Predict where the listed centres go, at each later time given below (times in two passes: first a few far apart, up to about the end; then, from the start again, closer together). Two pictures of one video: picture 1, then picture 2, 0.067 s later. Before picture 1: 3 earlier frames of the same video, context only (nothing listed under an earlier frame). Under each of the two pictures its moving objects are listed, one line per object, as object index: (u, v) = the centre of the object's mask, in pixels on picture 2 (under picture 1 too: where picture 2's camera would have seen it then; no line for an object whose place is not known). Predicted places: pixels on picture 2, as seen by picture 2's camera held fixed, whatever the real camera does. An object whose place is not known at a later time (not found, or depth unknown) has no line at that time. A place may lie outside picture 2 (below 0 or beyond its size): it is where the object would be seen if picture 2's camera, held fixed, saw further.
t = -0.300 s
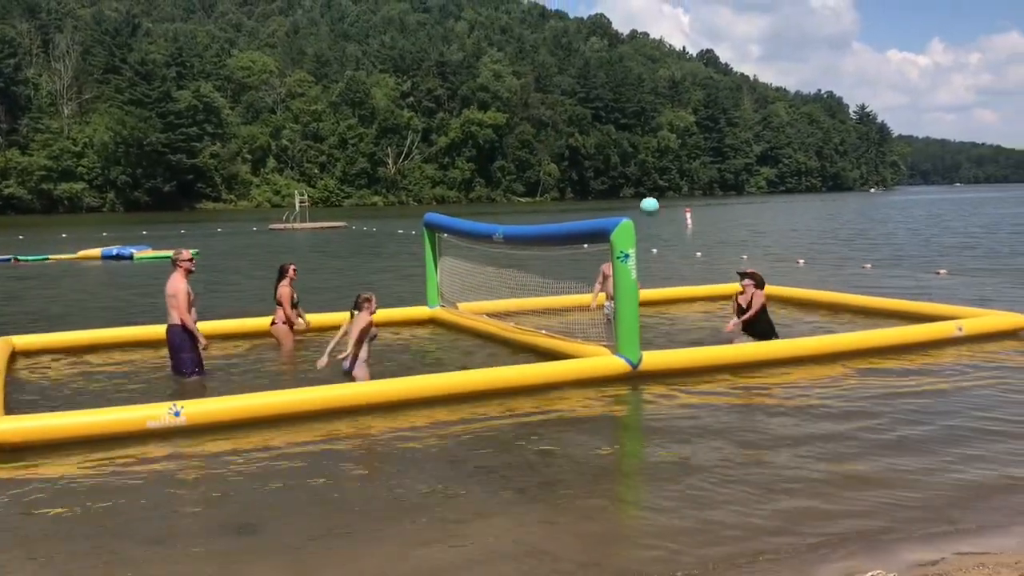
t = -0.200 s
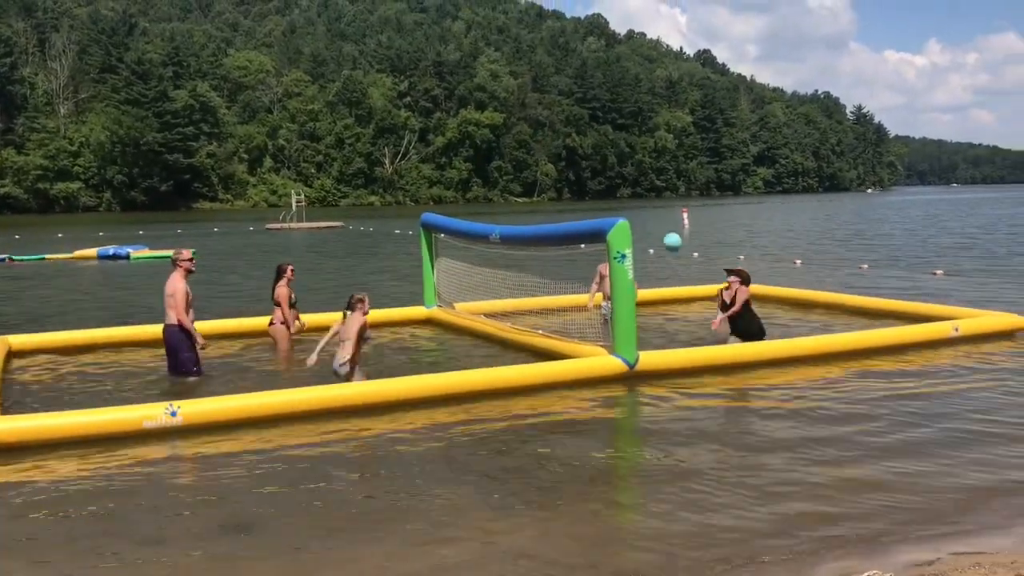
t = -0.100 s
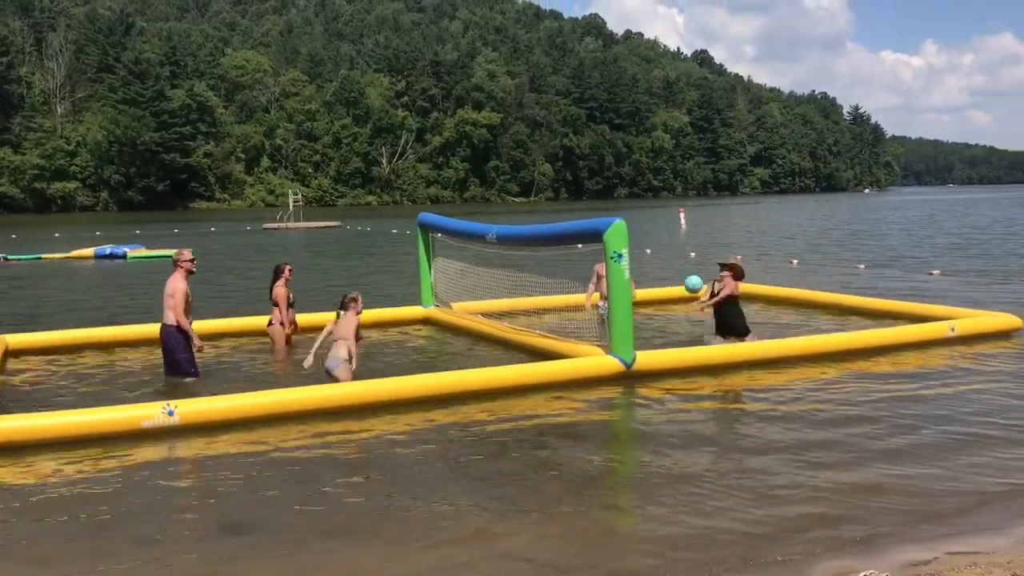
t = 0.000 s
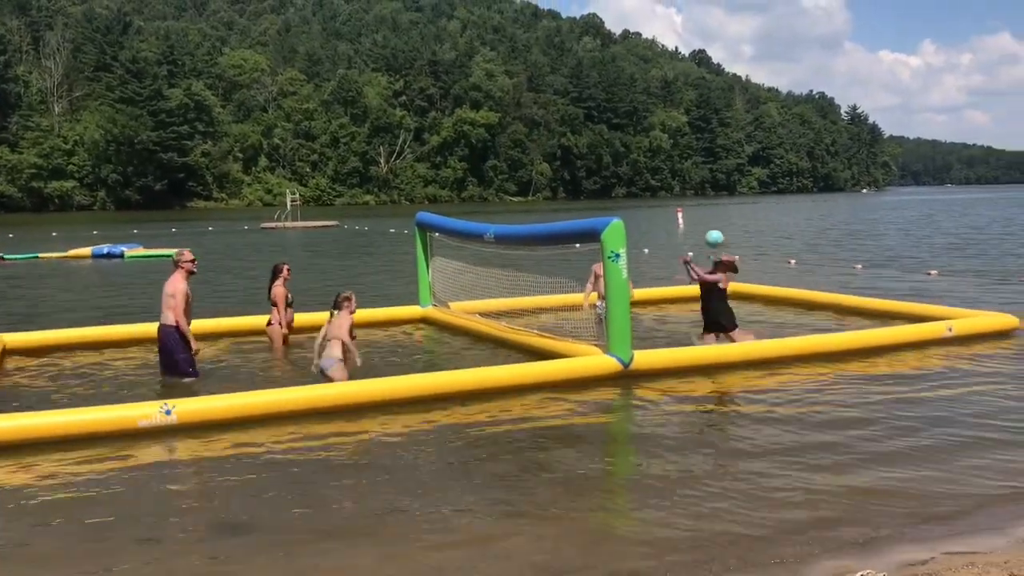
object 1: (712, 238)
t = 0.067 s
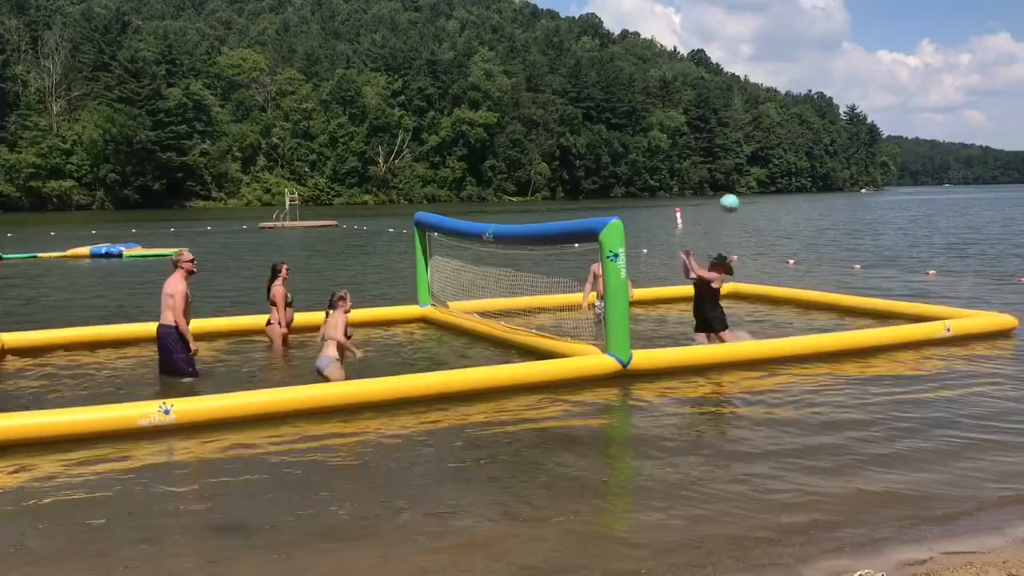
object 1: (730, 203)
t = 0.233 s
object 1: (772, 128)
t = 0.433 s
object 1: (826, 72)
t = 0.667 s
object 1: (890, 54)
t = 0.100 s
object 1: (737, 185)
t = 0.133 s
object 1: (746, 171)
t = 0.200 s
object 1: (763, 143)
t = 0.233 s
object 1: (772, 128)
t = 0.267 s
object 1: (781, 115)
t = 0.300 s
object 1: (790, 105)
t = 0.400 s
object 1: (816, 80)
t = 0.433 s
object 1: (826, 72)
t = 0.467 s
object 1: (834, 67)
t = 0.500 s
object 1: (844, 62)
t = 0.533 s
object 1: (853, 58)
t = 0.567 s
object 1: (862, 55)
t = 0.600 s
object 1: (871, 54)
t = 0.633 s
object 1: (880, 53)
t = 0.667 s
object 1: (890, 54)
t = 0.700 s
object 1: (899, 56)
